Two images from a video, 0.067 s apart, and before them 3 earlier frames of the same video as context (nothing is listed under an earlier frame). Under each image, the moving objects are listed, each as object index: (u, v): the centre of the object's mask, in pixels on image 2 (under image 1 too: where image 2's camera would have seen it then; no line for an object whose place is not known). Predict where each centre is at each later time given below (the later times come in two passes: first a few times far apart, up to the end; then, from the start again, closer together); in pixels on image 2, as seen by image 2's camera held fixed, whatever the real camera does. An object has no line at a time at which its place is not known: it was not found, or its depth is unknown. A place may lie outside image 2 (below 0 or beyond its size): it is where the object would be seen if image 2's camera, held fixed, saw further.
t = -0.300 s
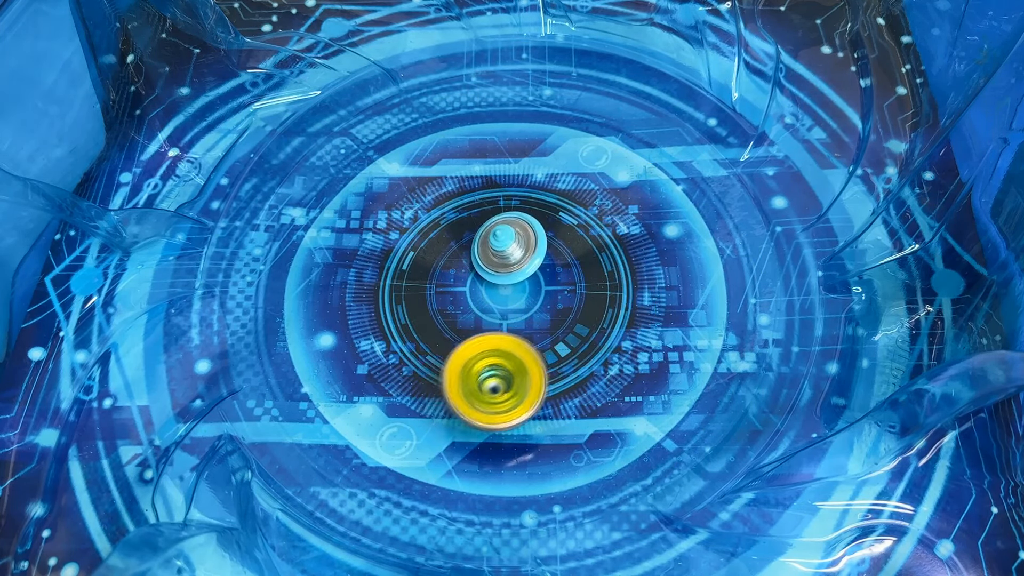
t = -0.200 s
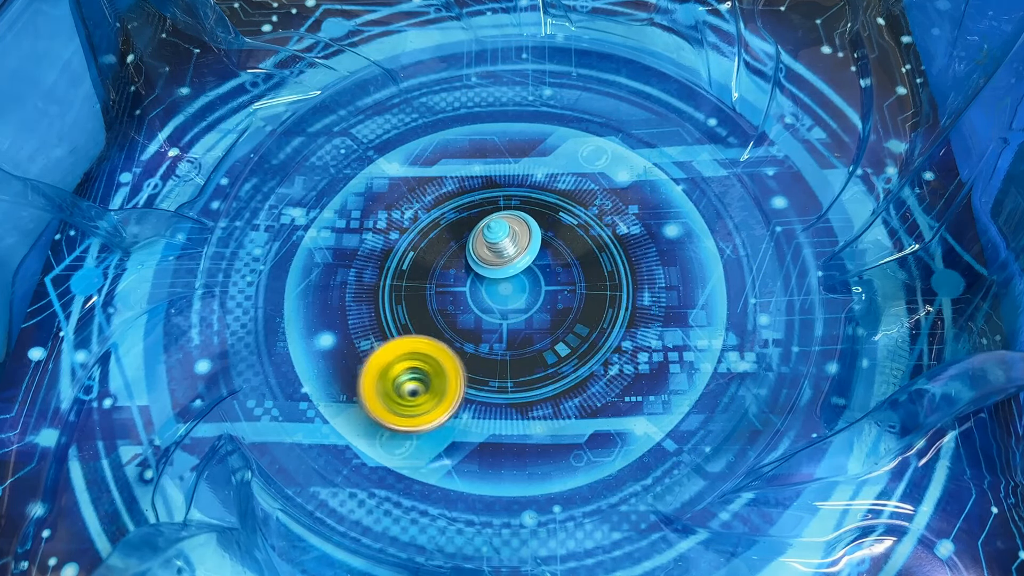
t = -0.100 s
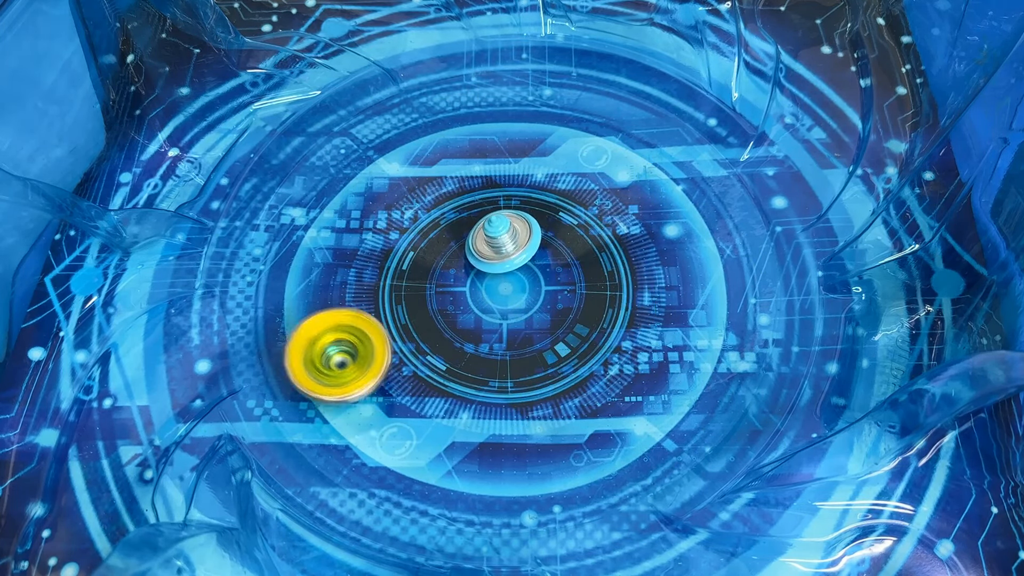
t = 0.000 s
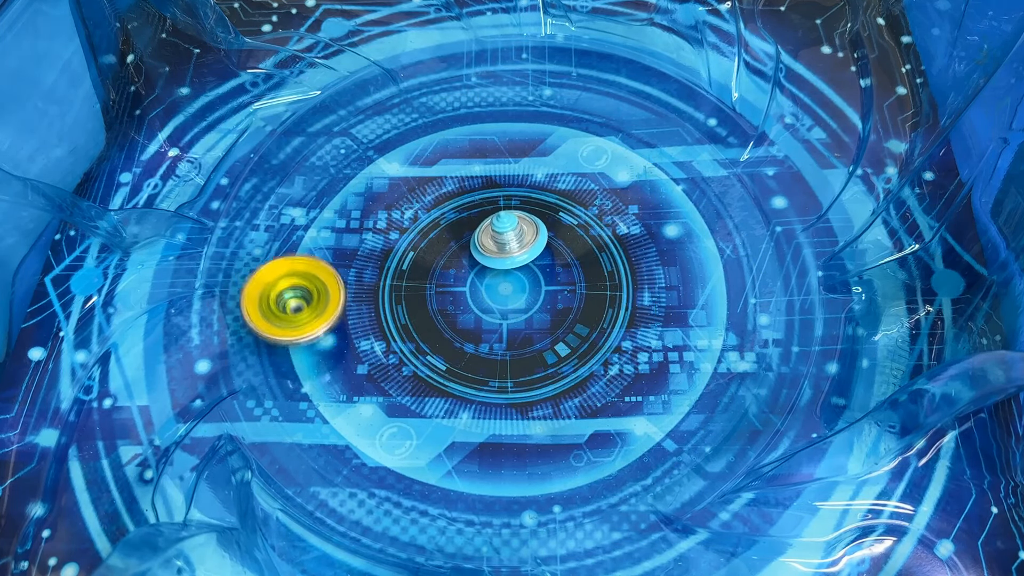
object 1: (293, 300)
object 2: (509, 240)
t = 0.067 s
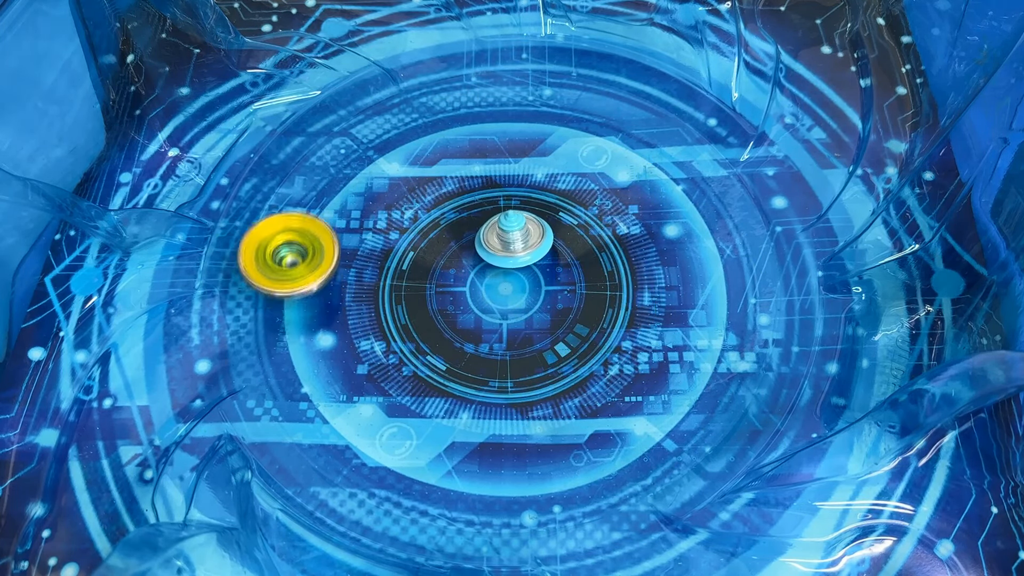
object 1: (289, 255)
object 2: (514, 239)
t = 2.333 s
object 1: (736, 247)
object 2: (506, 240)
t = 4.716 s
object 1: (586, 183)
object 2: (514, 245)
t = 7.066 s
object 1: (529, 106)
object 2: (507, 248)
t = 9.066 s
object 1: (444, 340)
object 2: (493, 260)
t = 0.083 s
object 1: (291, 243)
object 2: (515, 239)
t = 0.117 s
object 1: (300, 222)
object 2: (518, 240)
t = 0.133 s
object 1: (307, 211)
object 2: (519, 240)
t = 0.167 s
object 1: (322, 192)
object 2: (521, 241)
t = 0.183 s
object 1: (331, 183)
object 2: (522, 242)
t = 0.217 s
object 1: (351, 167)
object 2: (523, 245)
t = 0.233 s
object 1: (362, 160)
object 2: (523, 246)
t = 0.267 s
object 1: (385, 148)
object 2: (524, 248)
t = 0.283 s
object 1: (397, 143)
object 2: (525, 248)
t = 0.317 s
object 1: (423, 136)
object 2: (525, 249)
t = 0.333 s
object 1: (436, 133)
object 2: (525, 250)
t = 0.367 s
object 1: (461, 129)
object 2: (526, 251)
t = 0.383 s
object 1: (475, 128)
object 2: (526, 251)
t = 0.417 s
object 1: (501, 128)
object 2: (526, 252)
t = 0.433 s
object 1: (514, 129)
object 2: (526, 252)
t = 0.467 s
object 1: (539, 133)
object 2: (526, 252)
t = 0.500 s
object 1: (563, 140)
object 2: (525, 252)
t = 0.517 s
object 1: (575, 144)
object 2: (525, 252)
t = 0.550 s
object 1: (597, 154)
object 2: (524, 252)
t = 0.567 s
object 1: (608, 160)
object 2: (523, 252)
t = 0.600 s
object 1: (627, 173)
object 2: (522, 252)
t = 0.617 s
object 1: (637, 180)
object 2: (521, 252)
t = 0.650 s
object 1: (654, 197)
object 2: (519, 252)
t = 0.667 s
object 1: (662, 205)
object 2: (518, 252)
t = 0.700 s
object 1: (675, 223)
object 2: (516, 252)
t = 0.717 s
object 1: (681, 232)
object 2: (515, 251)
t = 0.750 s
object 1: (690, 252)
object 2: (512, 251)
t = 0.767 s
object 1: (694, 263)
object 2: (511, 250)
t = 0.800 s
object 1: (698, 284)
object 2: (508, 250)
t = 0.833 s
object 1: (700, 307)
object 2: (505, 249)
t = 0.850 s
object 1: (699, 318)
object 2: (504, 248)
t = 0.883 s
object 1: (695, 340)
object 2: (502, 247)
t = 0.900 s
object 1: (691, 351)
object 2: (500, 246)
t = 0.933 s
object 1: (681, 373)
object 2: (499, 245)
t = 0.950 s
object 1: (674, 384)
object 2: (498, 245)
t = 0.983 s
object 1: (657, 404)
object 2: (498, 244)
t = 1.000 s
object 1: (648, 413)
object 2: (498, 243)
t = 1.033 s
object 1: (625, 428)
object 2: (499, 243)
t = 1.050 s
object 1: (612, 434)
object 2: (499, 243)
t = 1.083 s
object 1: (585, 444)
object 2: (500, 242)
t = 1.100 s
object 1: (571, 447)
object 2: (501, 242)
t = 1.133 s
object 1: (541, 450)
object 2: (503, 241)
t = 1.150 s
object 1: (526, 449)
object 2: (504, 241)
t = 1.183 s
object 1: (496, 443)
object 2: (506, 240)
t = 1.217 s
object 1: (468, 433)
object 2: (508, 239)
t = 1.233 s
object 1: (455, 426)
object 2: (509, 239)
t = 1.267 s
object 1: (430, 411)
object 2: (512, 239)
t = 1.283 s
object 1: (419, 402)
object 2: (513, 239)
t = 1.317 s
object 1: (400, 381)
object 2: (516, 240)
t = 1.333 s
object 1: (391, 370)
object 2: (517, 241)
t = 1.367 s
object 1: (378, 348)
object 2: (518, 243)
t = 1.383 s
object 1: (373, 336)
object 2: (519, 245)
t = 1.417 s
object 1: (367, 311)
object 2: (520, 246)
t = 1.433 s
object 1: (365, 298)
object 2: (521, 247)
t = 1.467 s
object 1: (365, 274)
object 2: (522, 248)
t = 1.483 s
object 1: (367, 262)
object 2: (522, 248)
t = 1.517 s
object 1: (373, 238)
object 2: (523, 249)
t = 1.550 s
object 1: (383, 217)
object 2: (523, 250)
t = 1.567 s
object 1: (389, 206)
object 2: (523, 250)
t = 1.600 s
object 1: (402, 187)
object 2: (523, 250)
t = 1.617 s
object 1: (410, 177)
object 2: (523, 250)
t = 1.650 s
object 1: (427, 161)
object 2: (523, 251)
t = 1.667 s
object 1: (436, 153)
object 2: (523, 250)
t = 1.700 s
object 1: (454, 139)
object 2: (521, 251)
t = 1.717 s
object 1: (464, 133)
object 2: (521, 250)
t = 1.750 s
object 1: (484, 122)
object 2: (519, 250)
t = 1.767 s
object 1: (495, 117)
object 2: (518, 250)
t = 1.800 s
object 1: (516, 107)
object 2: (516, 250)
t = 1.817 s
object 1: (526, 103)
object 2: (515, 250)
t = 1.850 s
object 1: (548, 96)
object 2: (513, 250)
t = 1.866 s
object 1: (559, 93)
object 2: (512, 250)
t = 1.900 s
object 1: (581, 89)
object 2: (509, 250)
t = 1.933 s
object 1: (603, 86)
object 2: (507, 249)
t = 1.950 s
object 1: (615, 86)
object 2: (506, 249)
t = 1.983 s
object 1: (637, 85)
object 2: (504, 248)
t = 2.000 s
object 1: (648, 86)
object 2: (503, 248)
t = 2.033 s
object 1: (670, 89)
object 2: (502, 247)
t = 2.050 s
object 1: (680, 92)
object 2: (501, 246)
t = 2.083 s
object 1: (695, 106)
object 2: (501, 245)
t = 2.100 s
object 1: (701, 114)
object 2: (501, 245)
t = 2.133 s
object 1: (714, 131)
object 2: (501, 244)
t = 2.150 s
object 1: (720, 140)
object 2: (501, 244)
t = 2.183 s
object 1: (732, 156)
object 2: (501, 243)
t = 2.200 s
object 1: (737, 165)
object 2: (501, 243)
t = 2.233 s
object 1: (745, 184)
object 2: (502, 242)
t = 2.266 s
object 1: (747, 204)
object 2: (503, 242)
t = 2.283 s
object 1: (747, 215)
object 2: (504, 241)
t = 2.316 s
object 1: (741, 236)
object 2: (505, 241)
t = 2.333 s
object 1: (736, 247)
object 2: (506, 240)
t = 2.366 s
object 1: (723, 267)
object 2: (508, 240)
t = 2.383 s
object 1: (715, 277)
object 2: (509, 240)
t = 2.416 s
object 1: (696, 295)
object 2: (512, 240)
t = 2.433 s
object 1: (685, 304)
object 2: (513, 240)
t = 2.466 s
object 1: (660, 318)
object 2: (516, 241)
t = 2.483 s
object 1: (647, 325)
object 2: (516, 241)
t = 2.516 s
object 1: (619, 336)
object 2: (519, 242)
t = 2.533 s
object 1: (605, 340)
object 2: (520, 243)
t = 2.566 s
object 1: (575, 346)
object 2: (522, 244)
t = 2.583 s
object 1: (560, 347)
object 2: (522, 245)
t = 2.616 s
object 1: (530, 347)
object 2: (524, 246)
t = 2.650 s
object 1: (501, 343)
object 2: (525, 247)
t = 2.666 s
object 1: (487, 339)
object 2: (525, 248)
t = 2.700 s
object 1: (462, 328)
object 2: (526, 249)
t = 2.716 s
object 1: (451, 321)
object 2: (526, 250)
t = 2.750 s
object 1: (431, 305)
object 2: (526, 251)
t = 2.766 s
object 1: (423, 296)
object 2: (526, 251)
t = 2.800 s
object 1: (409, 276)
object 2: (525, 252)
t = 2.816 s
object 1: (404, 266)
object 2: (524, 252)
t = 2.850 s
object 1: (397, 245)
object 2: (523, 253)
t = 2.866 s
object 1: (395, 234)
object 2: (523, 253)
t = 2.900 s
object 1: (393, 214)
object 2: (522, 252)
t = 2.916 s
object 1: (393, 203)
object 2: (521, 252)
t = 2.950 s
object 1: (394, 183)
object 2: (519, 252)
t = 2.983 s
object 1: (399, 164)
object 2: (518, 251)
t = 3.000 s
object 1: (401, 155)
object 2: (518, 250)
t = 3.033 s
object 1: (408, 136)
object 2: (516, 250)
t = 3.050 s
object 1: (412, 128)
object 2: (516, 249)
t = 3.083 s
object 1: (421, 112)
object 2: (514, 248)
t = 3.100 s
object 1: (426, 103)
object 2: (514, 248)
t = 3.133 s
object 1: (437, 88)
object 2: (513, 247)
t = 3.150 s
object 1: (442, 81)
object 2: (512, 247)
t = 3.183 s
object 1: (454, 67)
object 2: (511, 246)
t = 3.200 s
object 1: (461, 61)
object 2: (511, 246)
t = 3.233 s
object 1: (477, 51)
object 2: (510, 245)
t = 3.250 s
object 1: (487, 48)
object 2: (510, 245)
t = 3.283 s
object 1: (508, 51)
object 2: (509, 244)
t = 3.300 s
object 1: (519, 53)
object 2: (509, 244)
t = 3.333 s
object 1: (540, 57)
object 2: (509, 243)
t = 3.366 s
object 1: (561, 63)
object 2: (509, 242)
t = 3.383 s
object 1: (571, 67)
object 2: (509, 242)
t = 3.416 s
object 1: (588, 78)
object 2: (509, 241)
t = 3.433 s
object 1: (596, 85)
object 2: (510, 241)
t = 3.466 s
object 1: (609, 101)
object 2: (510, 241)
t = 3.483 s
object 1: (614, 110)
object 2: (510, 241)
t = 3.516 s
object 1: (622, 129)
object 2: (511, 241)
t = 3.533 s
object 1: (625, 139)
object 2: (512, 241)
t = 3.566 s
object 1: (628, 161)
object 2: (512, 241)
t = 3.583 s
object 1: (629, 172)
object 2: (513, 242)
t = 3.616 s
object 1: (629, 195)
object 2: (514, 242)
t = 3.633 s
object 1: (628, 206)
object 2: (514, 243)
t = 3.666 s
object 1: (623, 229)
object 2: (515, 244)
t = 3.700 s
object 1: (614, 252)
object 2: (516, 245)
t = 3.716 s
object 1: (608, 263)
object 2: (517, 245)
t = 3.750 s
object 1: (593, 284)
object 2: (517, 246)
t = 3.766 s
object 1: (584, 293)
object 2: (517, 246)
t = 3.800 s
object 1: (563, 310)
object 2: (518, 246)
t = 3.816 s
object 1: (551, 317)
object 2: (519, 247)
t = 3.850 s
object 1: (526, 327)
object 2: (520, 249)
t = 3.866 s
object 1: (513, 330)
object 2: (520, 250)
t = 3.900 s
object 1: (487, 333)
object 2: (520, 252)
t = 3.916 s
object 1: (474, 332)
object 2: (520, 252)
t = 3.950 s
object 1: (449, 328)
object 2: (519, 252)
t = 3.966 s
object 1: (437, 325)
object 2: (519, 253)
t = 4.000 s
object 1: (415, 315)
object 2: (518, 252)
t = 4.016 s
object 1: (404, 310)
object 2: (518, 252)
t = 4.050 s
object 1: (385, 297)
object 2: (517, 251)
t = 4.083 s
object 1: (368, 283)
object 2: (517, 250)
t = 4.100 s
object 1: (361, 275)
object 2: (517, 250)
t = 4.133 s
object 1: (349, 258)
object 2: (516, 249)
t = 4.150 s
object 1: (344, 249)
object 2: (516, 248)
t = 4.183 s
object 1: (338, 230)
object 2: (516, 247)
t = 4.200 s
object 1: (336, 221)
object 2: (516, 247)
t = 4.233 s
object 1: (335, 202)
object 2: (516, 246)
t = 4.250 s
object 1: (336, 192)
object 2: (516, 245)
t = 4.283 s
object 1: (341, 174)
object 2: (517, 245)
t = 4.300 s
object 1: (345, 165)
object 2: (516, 245)
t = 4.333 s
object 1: (356, 149)
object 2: (516, 244)
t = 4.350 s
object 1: (364, 142)
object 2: (516, 244)
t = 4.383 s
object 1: (381, 130)
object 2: (516, 244)
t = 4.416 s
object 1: (401, 122)
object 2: (516, 243)
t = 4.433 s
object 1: (412, 119)
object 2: (516, 243)
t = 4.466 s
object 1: (435, 116)
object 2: (516, 242)
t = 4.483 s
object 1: (446, 115)
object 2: (515, 242)
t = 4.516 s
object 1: (469, 116)
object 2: (515, 242)
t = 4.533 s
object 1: (481, 118)
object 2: (515, 242)
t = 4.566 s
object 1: (503, 124)
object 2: (515, 243)
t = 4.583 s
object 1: (514, 128)
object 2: (515, 243)
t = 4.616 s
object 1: (535, 137)
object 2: (514, 243)
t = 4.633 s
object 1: (545, 143)
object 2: (514, 244)
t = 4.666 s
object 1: (563, 158)
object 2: (514, 244)
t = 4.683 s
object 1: (571, 165)
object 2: (514, 244)
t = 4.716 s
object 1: (586, 183)
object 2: (514, 245)
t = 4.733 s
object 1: (592, 192)
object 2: (514, 245)
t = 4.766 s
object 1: (603, 212)
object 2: (515, 246)
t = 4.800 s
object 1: (611, 232)
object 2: (516, 247)
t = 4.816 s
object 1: (613, 242)
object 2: (516, 248)
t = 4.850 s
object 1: (615, 264)
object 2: (517, 250)
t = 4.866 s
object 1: (614, 274)
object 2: (518, 250)
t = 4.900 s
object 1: (609, 296)
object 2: (519, 252)
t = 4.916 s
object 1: (605, 306)
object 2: (519, 252)
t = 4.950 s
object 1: (594, 325)
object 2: (520, 253)
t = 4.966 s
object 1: (588, 334)
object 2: (519, 253)
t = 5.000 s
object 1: (571, 351)
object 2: (520, 254)
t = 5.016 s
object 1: (563, 359)
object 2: (519, 254)
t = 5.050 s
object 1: (543, 372)
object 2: (519, 254)
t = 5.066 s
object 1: (532, 377)
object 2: (519, 254)
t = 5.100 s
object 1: (509, 386)
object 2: (518, 253)
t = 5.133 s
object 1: (484, 390)
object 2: (517, 251)
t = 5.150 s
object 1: (472, 391)
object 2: (517, 251)
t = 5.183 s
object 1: (446, 391)
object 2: (516, 249)
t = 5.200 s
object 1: (434, 389)
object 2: (516, 248)
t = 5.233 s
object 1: (410, 382)
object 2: (515, 245)
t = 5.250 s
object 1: (399, 377)
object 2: (515, 244)
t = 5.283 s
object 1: (379, 365)
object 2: (514, 243)
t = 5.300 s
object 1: (370, 357)
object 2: (513, 242)
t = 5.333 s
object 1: (356, 340)
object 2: (513, 240)
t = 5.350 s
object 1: (351, 330)
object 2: (513, 240)
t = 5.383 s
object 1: (344, 309)
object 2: (513, 239)
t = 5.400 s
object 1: (342, 298)
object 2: (513, 239)
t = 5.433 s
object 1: (343, 276)
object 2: (513, 238)
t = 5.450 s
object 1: (345, 266)
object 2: (514, 238)
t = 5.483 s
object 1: (354, 245)
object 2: (515, 239)
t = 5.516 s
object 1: (366, 225)
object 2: (516, 241)
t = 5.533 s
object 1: (374, 216)
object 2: (517, 241)
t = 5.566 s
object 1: (391, 200)
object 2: (518, 242)
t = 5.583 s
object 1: (401, 192)
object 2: (519, 243)
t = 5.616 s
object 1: (420, 179)
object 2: (519, 244)
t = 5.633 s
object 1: (432, 174)
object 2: (520, 245)
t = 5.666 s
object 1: (454, 164)
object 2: (520, 247)
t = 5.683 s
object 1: (466, 161)
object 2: (521, 247)
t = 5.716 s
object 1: (490, 156)
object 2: (520, 248)
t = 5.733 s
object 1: (501, 154)
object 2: (520, 249)
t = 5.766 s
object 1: (525, 153)
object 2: (519, 250)
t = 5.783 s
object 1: (537, 153)
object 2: (518, 251)
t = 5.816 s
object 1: (560, 156)
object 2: (516, 252)
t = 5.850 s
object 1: (581, 161)
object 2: (515, 252)
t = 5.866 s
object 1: (592, 164)
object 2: (514, 252)
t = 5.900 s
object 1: (612, 173)
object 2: (511, 252)
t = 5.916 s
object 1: (622, 177)
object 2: (510, 252)
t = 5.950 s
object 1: (641, 188)
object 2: (508, 253)
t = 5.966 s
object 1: (649, 194)
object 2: (506, 253)
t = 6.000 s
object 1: (665, 207)
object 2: (504, 253)
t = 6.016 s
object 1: (672, 214)
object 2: (502, 252)
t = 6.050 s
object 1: (685, 230)
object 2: (500, 252)
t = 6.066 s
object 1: (690, 238)
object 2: (500, 251)
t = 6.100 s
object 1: (698, 256)
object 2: (498, 250)
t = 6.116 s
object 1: (701, 265)
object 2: (497, 248)
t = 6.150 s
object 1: (703, 285)
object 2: (495, 246)
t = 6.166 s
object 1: (703, 294)
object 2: (494, 244)
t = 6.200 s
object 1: (699, 314)
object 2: (493, 241)
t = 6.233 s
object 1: (691, 334)
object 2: (494, 239)
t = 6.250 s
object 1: (684, 344)
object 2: (494, 239)
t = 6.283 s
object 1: (669, 360)
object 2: (496, 239)
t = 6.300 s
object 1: (660, 368)
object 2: (497, 240)
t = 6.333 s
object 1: (638, 380)
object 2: (498, 240)
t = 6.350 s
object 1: (627, 385)
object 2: (499, 240)
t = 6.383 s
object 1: (600, 392)
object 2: (500, 240)
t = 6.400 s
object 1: (587, 394)
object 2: (500, 240)
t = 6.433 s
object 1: (559, 394)
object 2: (501, 240)
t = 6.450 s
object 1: (545, 393)
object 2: (502, 240)
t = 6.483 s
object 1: (518, 387)
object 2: (503, 241)
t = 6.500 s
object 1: (505, 382)
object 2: (504, 241)
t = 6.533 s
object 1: (481, 372)
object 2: (505, 242)
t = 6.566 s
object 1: (459, 357)
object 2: (507, 244)
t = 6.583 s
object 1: (450, 350)
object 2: (507, 245)
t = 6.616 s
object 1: (433, 332)
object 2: (508, 247)
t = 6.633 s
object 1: (427, 322)
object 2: (509, 247)
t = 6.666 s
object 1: (416, 302)
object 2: (509, 249)
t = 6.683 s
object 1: (412, 292)
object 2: (509, 250)
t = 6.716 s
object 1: (408, 270)
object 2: (509, 250)
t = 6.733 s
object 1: (408, 260)
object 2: (509, 251)
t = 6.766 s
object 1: (411, 239)
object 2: (508, 251)
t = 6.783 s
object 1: (413, 228)
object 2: (508, 251)
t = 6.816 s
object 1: (421, 209)
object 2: (507, 251)
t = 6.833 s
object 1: (425, 200)
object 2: (506, 251)
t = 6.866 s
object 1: (436, 182)
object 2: (506, 251)
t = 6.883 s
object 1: (443, 174)
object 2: (506, 251)
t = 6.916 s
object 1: (456, 158)
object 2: (505, 251)
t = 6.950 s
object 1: (471, 144)
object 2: (505, 251)
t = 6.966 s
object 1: (479, 138)
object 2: (506, 250)
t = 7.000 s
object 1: (495, 126)
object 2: (506, 249)
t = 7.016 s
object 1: (503, 121)
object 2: (506, 249)
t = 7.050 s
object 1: (521, 111)
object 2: (506, 248)
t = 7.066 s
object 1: (529, 106)
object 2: (507, 248)
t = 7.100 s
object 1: (548, 99)
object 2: (507, 247)
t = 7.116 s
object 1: (557, 96)
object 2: (508, 246)
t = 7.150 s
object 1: (576, 92)
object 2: (508, 245)
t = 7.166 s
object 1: (586, 90)
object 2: (508, 245)
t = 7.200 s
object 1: (605, 89)
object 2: (508, 244)
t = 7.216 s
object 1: (615, 90)
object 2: (509, 243)
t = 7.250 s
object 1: (634, 93)
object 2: (510, 242)
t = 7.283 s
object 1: (652, 100)
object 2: (510, 240)
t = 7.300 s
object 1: (660, 104)
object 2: (510, 240)
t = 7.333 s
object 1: (674, 115)
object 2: (511, 239)
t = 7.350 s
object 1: (680, 122)
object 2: (511, 239)
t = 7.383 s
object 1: (690, 137)
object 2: (512, 239)
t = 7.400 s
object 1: (693, 146)
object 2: (512, 239)
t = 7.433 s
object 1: (696, 164)
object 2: (512, 240)
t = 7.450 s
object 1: (696, 174)
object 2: (512, 241)
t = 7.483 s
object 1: (694, 194)
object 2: (512, 242)
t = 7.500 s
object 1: (691, 204)
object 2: (513, 242)
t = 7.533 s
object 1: (682, 224)
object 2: (513, 244)
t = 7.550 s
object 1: (676, 234)
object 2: (513, 244)
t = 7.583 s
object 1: (662, 252)
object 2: (514, 246)
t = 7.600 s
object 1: (654, 261)
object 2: (514, 246)
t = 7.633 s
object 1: (635, 278)
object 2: (515, 247)
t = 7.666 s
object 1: (614, 293)
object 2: (515, 249)
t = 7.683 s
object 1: (602, 299)
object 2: (515, 249)
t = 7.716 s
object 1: (578, 311)
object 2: (516, 250)
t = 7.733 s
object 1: (565, 315)
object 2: (515, 250)
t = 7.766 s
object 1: (539, 322)
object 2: (515, 250)
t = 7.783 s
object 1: (526, 323)
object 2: (516, 249)
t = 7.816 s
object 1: (500, 322)
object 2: (518, 250)
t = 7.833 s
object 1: (488, 320)
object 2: (519, 251)
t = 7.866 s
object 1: (465, 313)
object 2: (519, 253)
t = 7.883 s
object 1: (454, 307)
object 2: (519, 255)
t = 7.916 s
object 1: (436, 294)
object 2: (517, 256)
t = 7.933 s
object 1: (428, 287)
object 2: (516, 257)
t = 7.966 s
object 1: (415, 270)
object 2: (516, 257)
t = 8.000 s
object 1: (405, 253)
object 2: (515, 256)
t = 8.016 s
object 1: (401, 244)
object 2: (515, 255)
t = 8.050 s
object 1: (395, 226)
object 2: (514, 253)
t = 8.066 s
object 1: (393, 217)
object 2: (514, 251)
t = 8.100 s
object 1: (392, 199)
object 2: (514, 248)
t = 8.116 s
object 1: (391, 189)
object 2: (514, 247)
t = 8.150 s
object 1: (393, 171)
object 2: (515, 243)
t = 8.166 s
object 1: (394, 163)
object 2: (516, 241)
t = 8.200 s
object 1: (400, 146)
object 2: (517, 239)
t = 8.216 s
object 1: (403, 138)
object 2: (517, 238)
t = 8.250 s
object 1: (413, 124)
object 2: (516, 237)
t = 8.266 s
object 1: (418, 117)
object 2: (515, 237)
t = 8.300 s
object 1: (431, 104)
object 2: (514, 236)
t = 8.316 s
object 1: (438, 99)
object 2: (513, 237)
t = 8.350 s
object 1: (453, 90)
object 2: (511, 237)
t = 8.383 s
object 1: (471, 84)
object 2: (509, 239)
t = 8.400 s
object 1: (480, 83)
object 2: (508, 240)
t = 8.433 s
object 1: (499, 84)
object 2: (507, 243)
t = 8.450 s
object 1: (508, 86)
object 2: (507, 244)
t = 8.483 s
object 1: (526, 94)
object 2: (507, 247)
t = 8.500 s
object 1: (535, 98)
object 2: (507, 249)
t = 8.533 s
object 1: (550, 111)
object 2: (507, 252)
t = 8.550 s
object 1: (557, 118)
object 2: (507, 253)
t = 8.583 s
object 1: (569, 134)
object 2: (506, 255)
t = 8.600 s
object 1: (574, 142)
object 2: (505, 256)
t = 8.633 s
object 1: (584, 160)
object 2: (503, 257)
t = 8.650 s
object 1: (588, 170)
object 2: (503, 258)
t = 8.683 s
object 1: (594, 190)
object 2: (501, 258)
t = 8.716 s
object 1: (598, 210)
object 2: (499, 257)
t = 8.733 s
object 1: (599, 221)
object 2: (498, 257)
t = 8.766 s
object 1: (597, 242)
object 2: (496, 256)
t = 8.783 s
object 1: (595, 252)
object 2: (495, 254)
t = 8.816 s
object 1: (588, 273)
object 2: (495, 253)
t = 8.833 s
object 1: (583, 282)
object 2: (494, 252)
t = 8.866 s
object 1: (571, 300)
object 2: (494, 252)
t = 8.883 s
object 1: (563, 308)
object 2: (495, 252)
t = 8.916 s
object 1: (545, 322)
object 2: (495, 254)
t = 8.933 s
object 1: (534, 328)
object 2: (496, 255)
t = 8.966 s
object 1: (513, 336)
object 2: (496, 257)
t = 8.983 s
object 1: (502, 339)
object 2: (496, 257)
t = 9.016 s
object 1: (478, 342)
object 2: (495, 259)
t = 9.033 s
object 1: (467, 342)
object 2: (494, 259)
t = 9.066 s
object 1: (444, 340)
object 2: (493, 260)
